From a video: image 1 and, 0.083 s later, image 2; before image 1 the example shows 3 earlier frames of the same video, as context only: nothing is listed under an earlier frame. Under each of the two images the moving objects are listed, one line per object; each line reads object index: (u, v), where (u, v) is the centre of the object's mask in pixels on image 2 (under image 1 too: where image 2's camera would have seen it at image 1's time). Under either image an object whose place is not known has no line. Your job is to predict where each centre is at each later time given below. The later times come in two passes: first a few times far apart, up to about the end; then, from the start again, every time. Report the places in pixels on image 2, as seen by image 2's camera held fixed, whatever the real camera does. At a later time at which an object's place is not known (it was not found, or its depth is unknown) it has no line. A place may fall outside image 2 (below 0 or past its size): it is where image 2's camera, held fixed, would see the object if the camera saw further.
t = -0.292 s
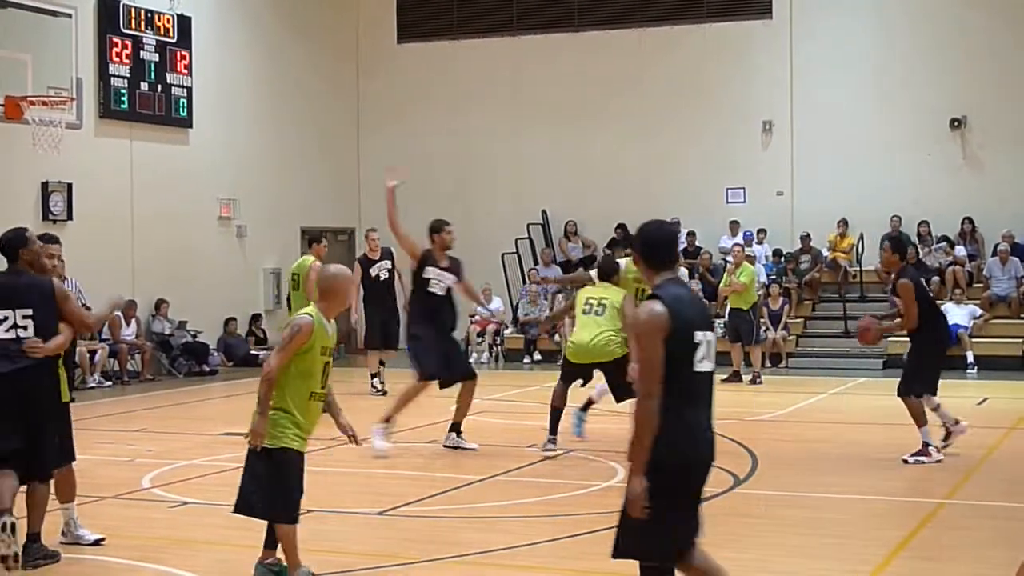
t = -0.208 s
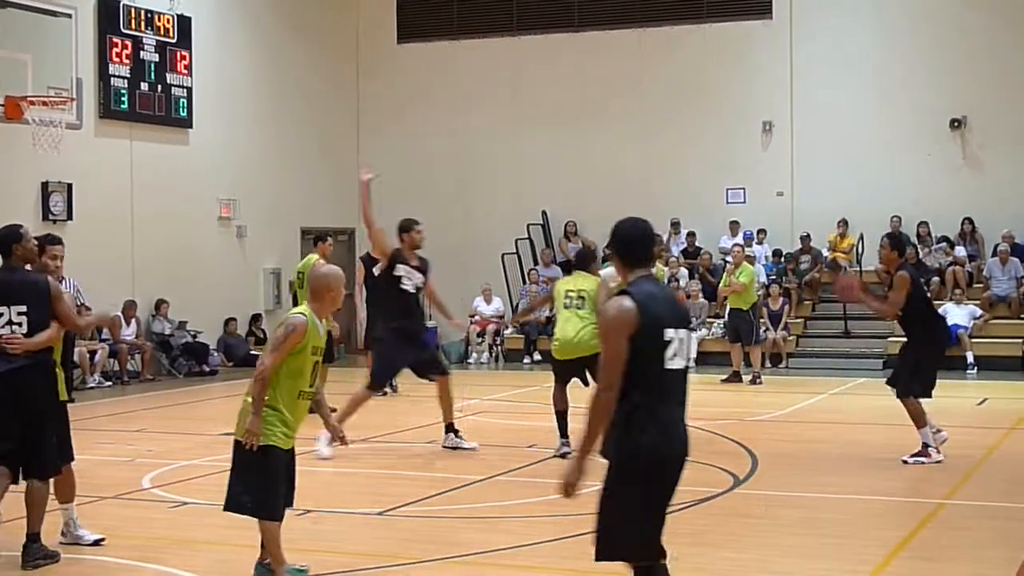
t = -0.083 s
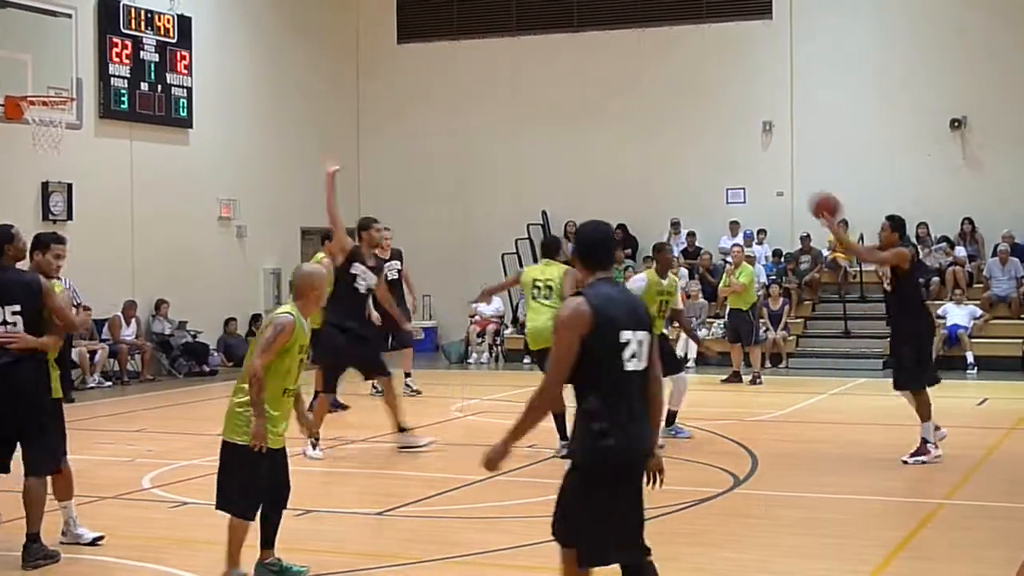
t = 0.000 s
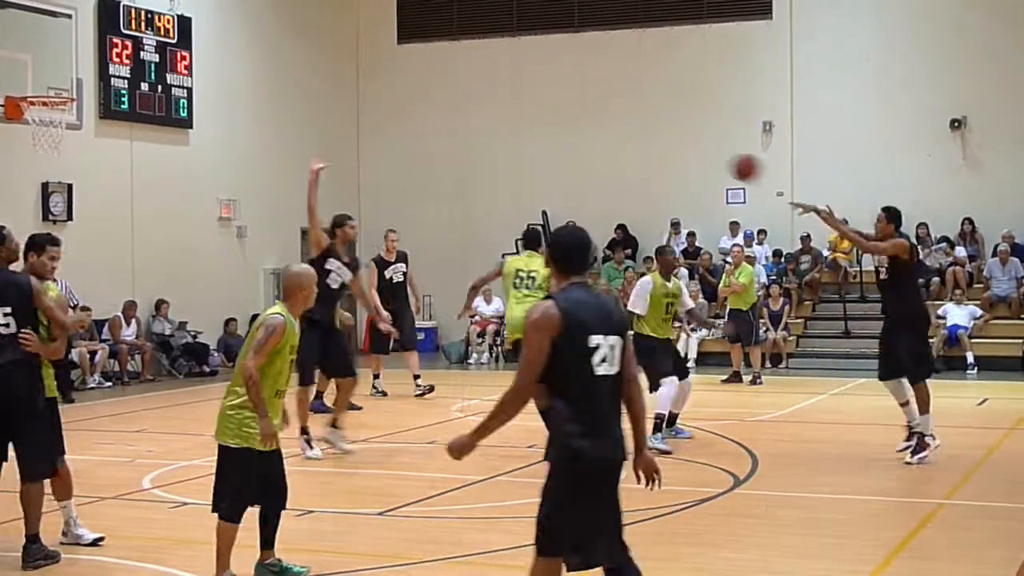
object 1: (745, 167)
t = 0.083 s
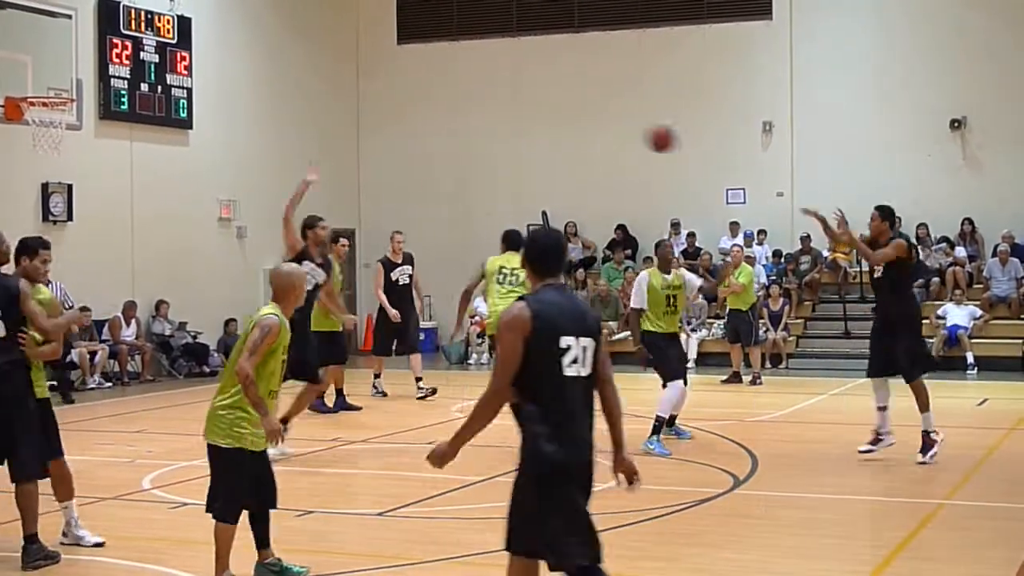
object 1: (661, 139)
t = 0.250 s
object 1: (498, 108)
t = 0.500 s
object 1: (260, 124)
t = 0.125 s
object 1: (620, 128)
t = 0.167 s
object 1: (579, 119)
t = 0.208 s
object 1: (538, 113)
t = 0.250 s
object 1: (498, 108)
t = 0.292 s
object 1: (459, 106)
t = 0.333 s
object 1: (418, 106)
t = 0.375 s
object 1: (378, 108)
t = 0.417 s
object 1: (339, 111)
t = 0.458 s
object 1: (300, 117)
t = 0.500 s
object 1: (260, 124)
